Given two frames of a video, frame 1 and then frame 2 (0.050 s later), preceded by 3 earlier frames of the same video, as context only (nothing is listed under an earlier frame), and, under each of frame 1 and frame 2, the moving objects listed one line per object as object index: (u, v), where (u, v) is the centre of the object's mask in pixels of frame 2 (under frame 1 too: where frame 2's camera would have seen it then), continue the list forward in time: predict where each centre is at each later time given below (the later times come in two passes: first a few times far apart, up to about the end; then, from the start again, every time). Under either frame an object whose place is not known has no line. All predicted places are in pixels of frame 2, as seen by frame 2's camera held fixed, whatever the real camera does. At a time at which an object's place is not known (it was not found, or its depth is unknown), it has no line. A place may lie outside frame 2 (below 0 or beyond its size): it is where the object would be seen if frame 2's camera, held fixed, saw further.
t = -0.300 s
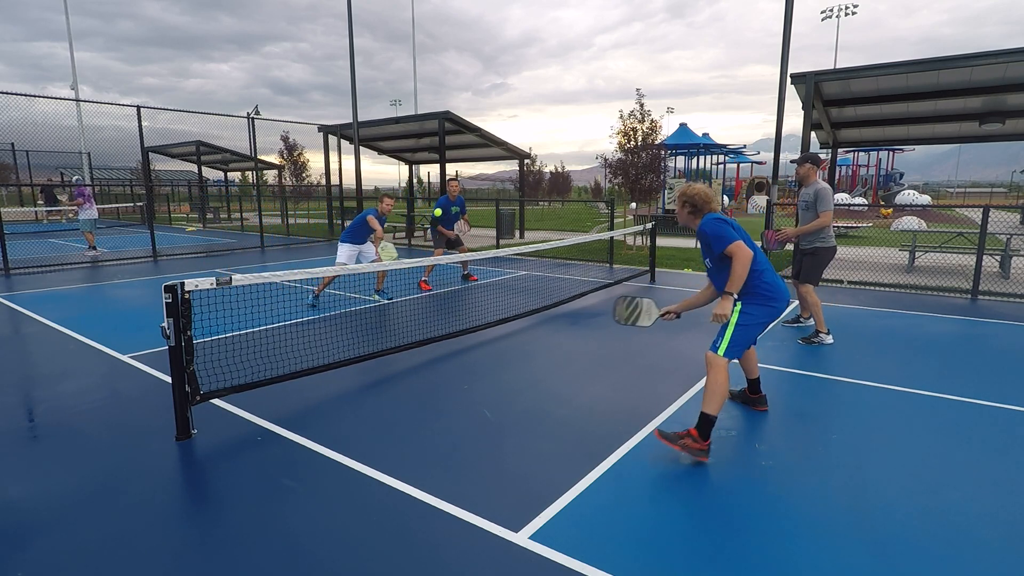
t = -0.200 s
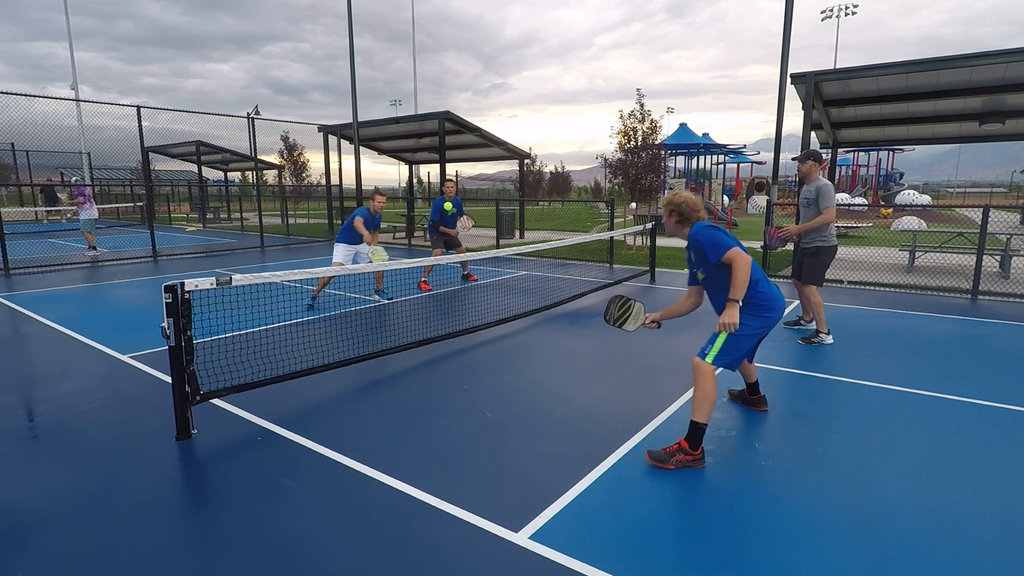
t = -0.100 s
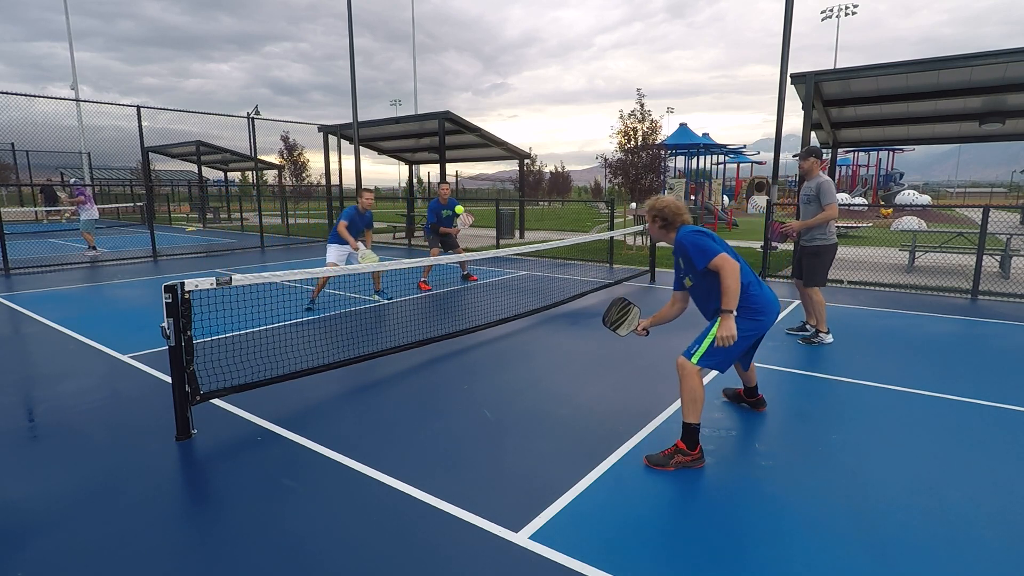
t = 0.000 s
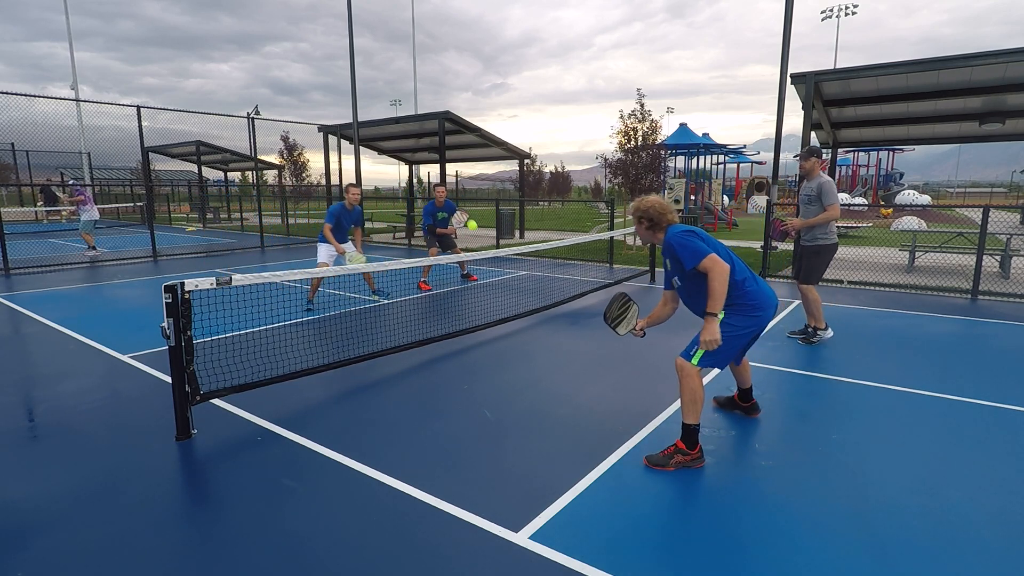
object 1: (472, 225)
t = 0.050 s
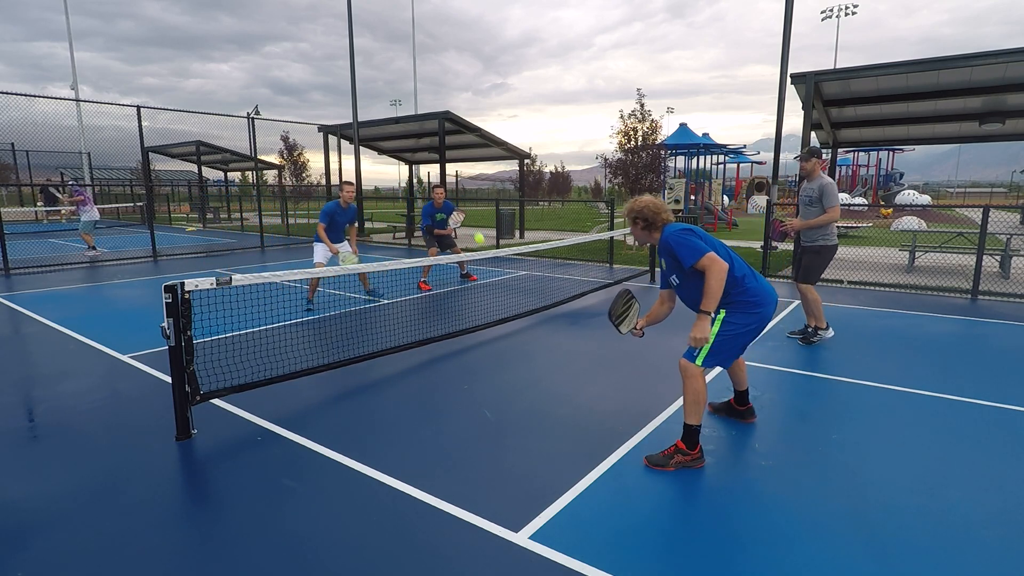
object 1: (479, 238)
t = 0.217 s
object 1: (505, 311)
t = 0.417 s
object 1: (535, 372)
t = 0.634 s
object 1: (555, 332)
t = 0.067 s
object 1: (482, 244)
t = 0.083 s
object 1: (484, 247)
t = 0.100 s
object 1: (486, 255)
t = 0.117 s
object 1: (489, 262)
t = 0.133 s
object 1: (491, 267)
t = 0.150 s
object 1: (494, 276)
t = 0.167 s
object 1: (497, 284)
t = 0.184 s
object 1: (500, 292)
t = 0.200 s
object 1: (502, 301)
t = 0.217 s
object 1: (505, 311)
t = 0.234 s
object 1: (508, 320)
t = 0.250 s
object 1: (511, 331)
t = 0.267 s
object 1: (514, 342)
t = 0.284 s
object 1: (517, 353)
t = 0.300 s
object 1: (520, 365)
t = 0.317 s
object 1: (524, 378)
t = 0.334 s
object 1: (527, 390)
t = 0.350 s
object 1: (530, 397)
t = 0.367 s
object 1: (531, 390)
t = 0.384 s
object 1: (533, 384)
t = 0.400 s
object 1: (534, 378)
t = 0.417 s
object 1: (535, 372)
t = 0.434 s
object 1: (537, 367)
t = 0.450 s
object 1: (538, 362)
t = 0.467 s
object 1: (540, 357)
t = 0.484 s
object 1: (542, 353)
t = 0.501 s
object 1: (543, 349)
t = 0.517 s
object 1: (545, 346)
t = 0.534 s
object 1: (546, 342)
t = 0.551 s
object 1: (548, 340)
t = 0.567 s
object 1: (549, 337)
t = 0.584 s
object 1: (551, 335)
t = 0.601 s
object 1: (552, 334)
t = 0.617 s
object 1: (554, 333)
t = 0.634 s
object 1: (555, 332)
